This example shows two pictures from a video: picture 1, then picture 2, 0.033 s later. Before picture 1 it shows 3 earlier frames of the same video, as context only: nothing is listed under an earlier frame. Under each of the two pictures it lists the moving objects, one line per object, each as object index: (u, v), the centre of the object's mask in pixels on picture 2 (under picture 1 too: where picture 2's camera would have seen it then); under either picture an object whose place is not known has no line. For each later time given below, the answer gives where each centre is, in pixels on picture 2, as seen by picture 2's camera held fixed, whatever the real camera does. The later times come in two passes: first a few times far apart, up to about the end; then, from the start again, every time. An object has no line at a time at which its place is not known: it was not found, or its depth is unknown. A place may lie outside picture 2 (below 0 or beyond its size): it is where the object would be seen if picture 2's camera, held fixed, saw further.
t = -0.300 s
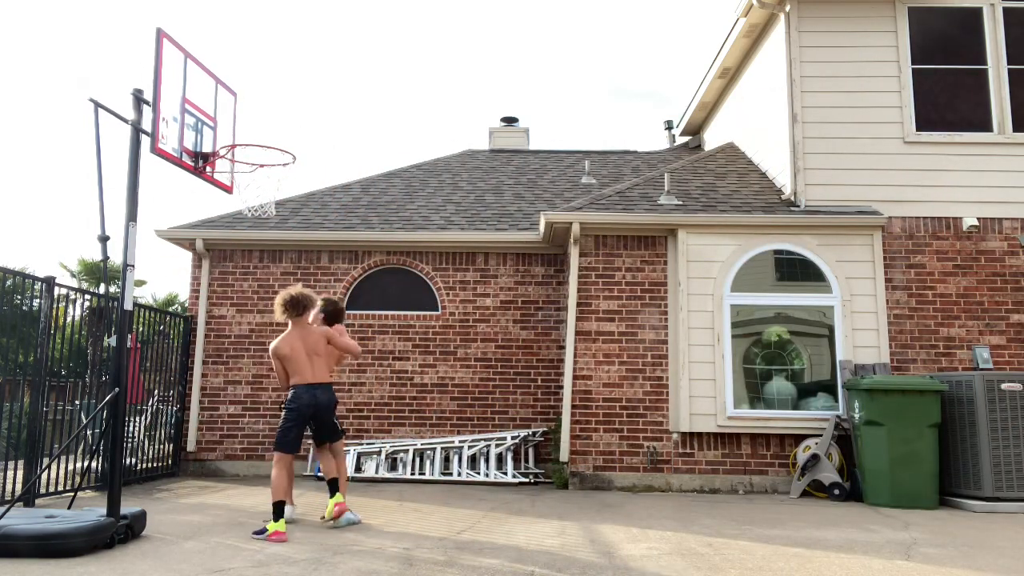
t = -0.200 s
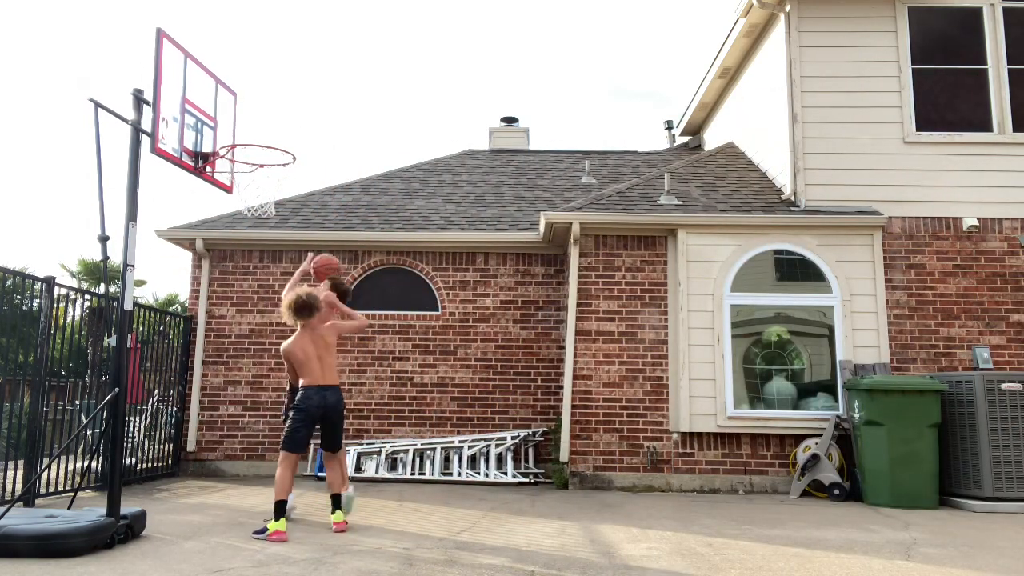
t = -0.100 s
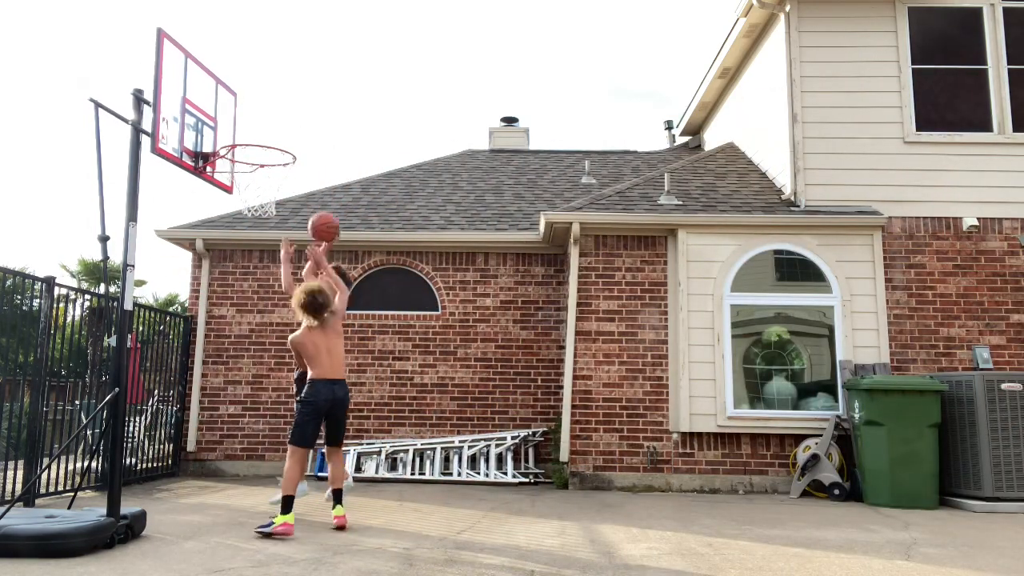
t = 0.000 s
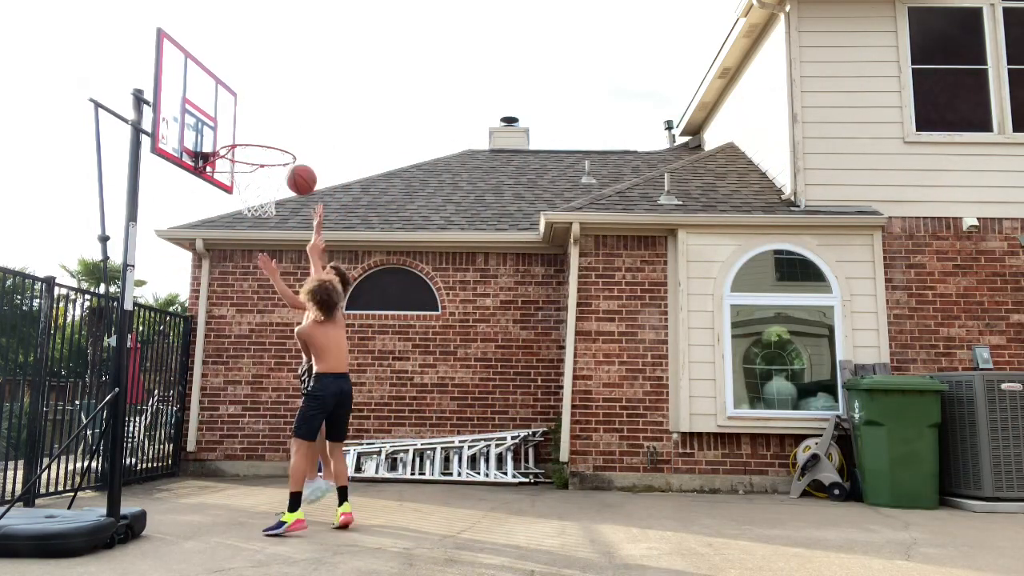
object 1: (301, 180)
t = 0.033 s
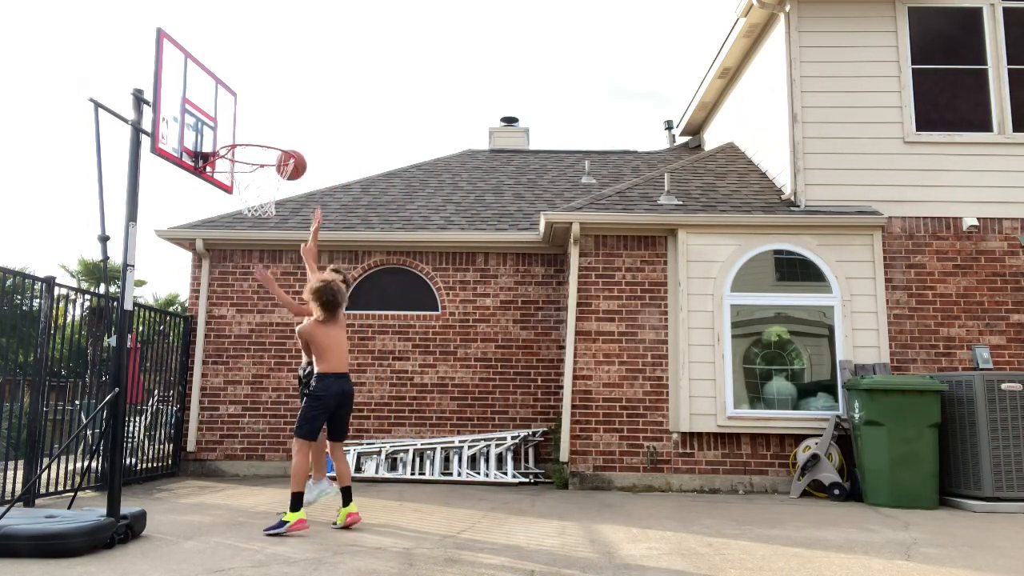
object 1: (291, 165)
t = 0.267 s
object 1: (241, 107)
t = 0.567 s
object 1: (260, 124)
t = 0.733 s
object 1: (269, 127)
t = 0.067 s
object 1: (280, 152)
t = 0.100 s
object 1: (268, 139)
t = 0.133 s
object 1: (256, 128)
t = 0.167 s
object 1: (243, 118)
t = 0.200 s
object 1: (236, 111)
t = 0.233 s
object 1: (238, 109)
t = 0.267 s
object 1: (241, 107)
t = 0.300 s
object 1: (242, 108)
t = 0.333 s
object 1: (244, 109)
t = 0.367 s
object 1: (246, 113)
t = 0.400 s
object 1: (248, 118)
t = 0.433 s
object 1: (249, 125)
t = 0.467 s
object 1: (251, 129)
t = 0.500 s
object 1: (254, 126)
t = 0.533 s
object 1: (257, 124)
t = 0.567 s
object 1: (260, 124)
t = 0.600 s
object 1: (262, 126)
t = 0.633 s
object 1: (264, 125)
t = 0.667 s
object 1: (266, 124)
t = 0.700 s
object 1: (267, 124)
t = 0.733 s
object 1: (269, 127)
